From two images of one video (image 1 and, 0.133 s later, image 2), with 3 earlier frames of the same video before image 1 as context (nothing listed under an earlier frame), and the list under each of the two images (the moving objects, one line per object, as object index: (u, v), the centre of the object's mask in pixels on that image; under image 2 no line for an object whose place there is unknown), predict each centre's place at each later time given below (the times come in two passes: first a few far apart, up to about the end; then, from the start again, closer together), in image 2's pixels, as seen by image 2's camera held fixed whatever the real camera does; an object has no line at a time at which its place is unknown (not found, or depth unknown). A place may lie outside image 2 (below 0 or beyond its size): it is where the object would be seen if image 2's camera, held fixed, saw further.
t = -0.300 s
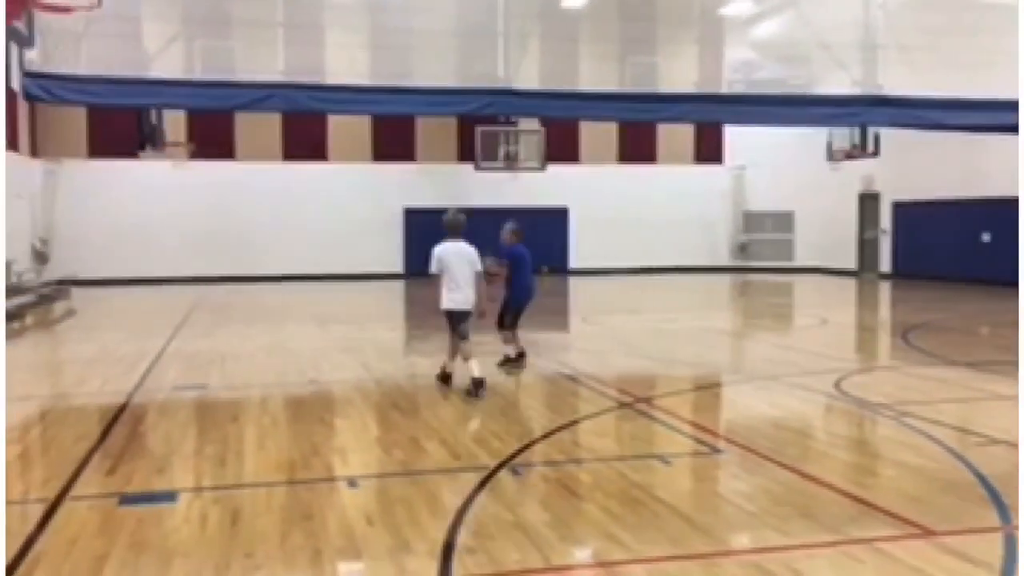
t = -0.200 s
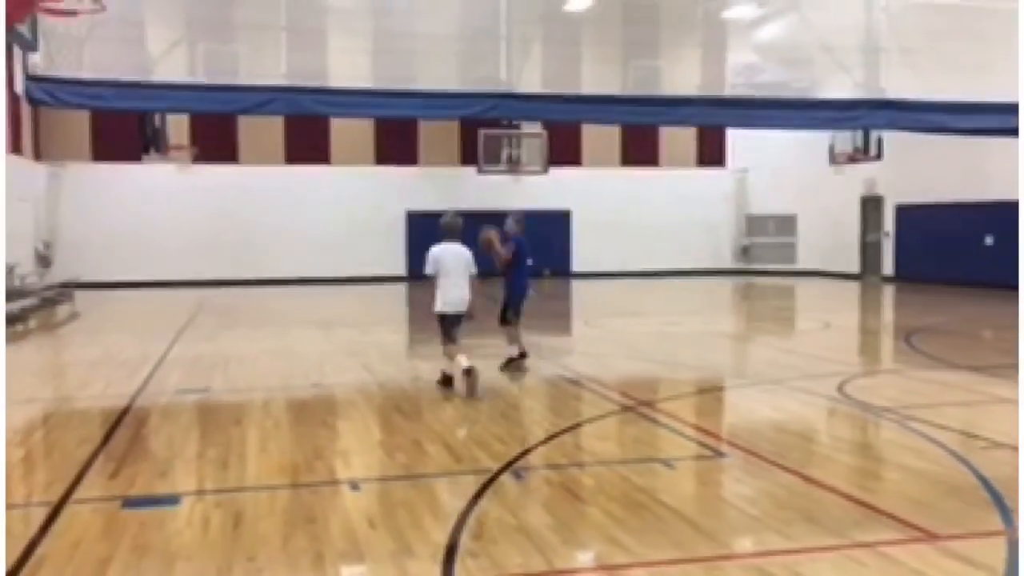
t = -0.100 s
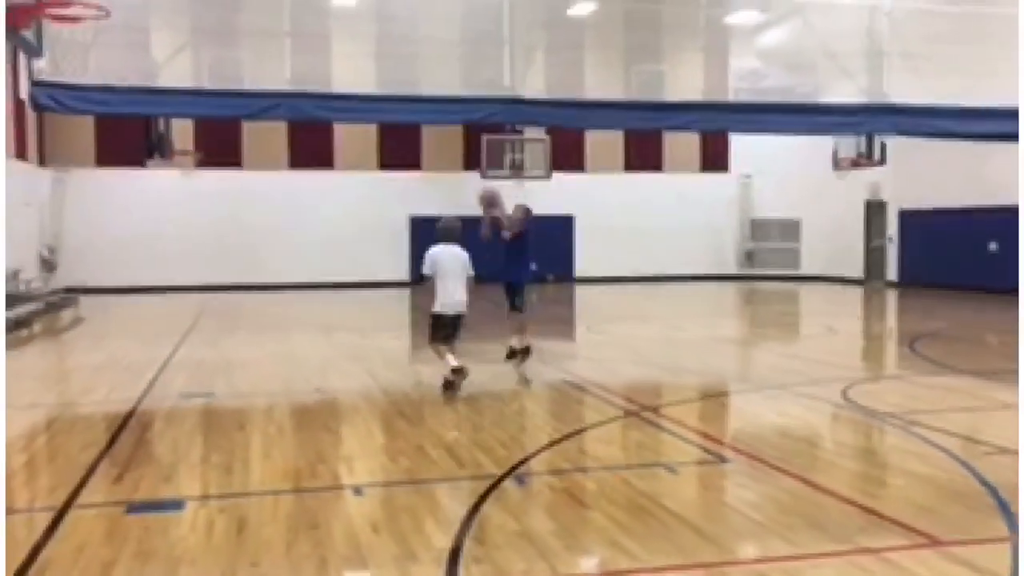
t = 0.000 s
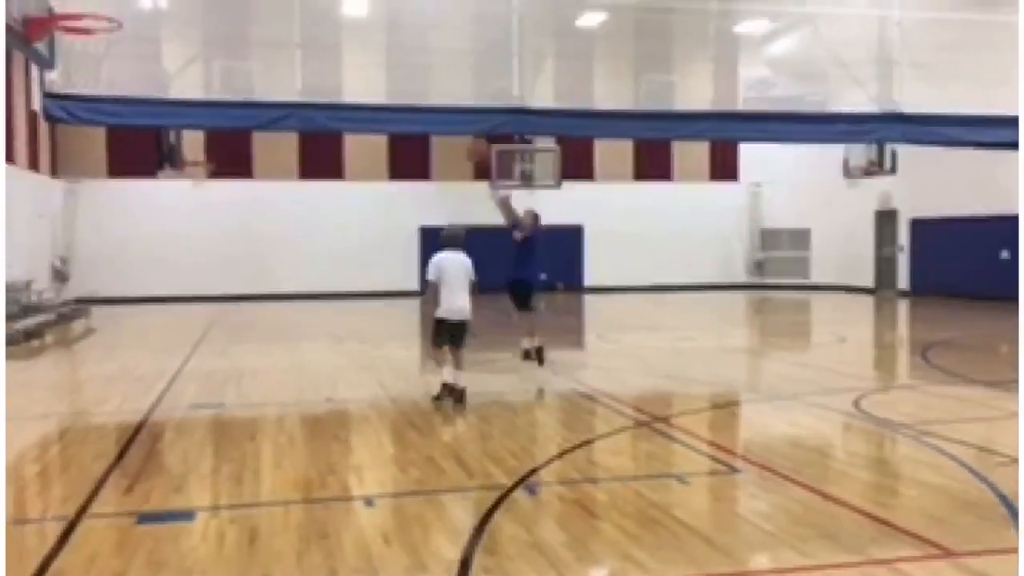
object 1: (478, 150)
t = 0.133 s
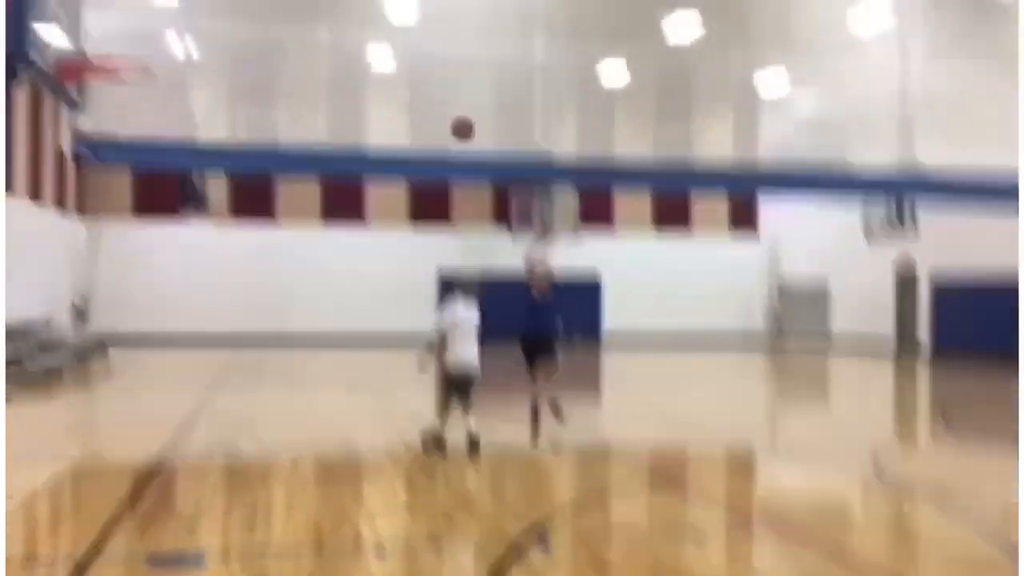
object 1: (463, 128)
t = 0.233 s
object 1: (435, 84)
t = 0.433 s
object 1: (376, 20)
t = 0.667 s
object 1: (297, -9)
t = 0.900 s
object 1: (201, 26)
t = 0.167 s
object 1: (453, 112)
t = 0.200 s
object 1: (444, 98)
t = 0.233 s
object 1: (435, 84)
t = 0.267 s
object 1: (425, 71)
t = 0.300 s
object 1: (415, 58)
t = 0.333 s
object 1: (406, 46)
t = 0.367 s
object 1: (396, 36)
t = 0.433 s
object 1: (376, 20)
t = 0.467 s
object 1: (366, 12)
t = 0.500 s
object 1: (356, 5)
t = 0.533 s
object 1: (344, 0)
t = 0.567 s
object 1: (333, -4)
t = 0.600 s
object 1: (322, -7)
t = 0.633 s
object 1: (309, -9)
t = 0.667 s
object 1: (297, -9)
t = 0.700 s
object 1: (284, -8)
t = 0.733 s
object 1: (272, -6)
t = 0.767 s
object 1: (259, -3)
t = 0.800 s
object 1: (245, 3)
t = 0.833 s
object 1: (231, 9)
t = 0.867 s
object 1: (216, 16)
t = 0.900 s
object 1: (201, 26)
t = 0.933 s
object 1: (187, 37)
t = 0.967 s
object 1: (171, 52)
